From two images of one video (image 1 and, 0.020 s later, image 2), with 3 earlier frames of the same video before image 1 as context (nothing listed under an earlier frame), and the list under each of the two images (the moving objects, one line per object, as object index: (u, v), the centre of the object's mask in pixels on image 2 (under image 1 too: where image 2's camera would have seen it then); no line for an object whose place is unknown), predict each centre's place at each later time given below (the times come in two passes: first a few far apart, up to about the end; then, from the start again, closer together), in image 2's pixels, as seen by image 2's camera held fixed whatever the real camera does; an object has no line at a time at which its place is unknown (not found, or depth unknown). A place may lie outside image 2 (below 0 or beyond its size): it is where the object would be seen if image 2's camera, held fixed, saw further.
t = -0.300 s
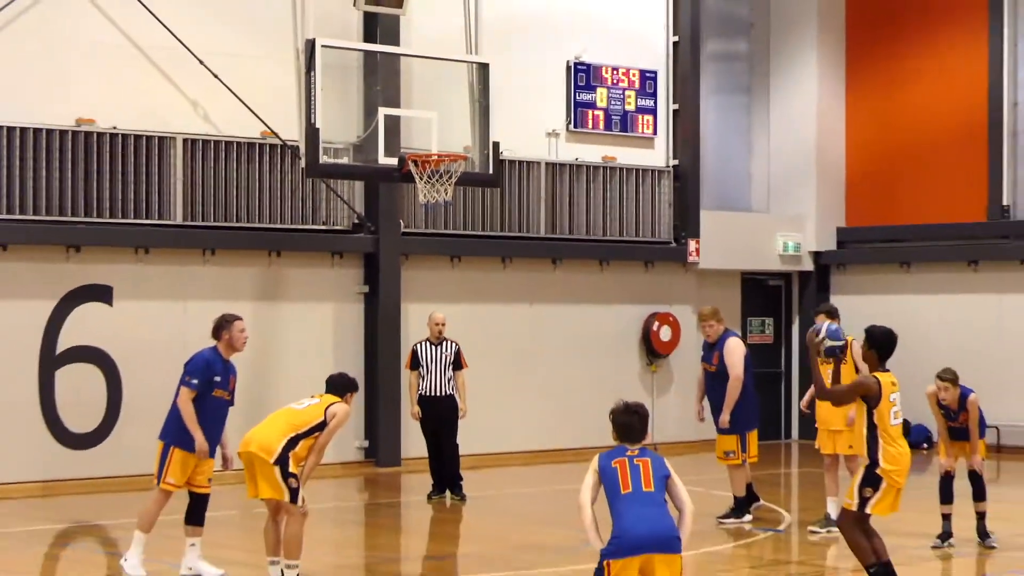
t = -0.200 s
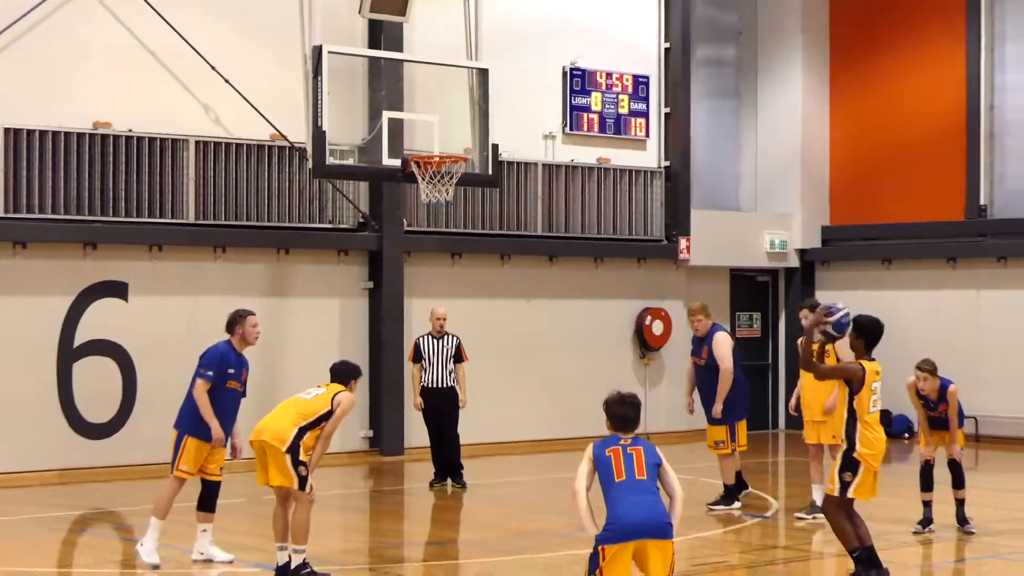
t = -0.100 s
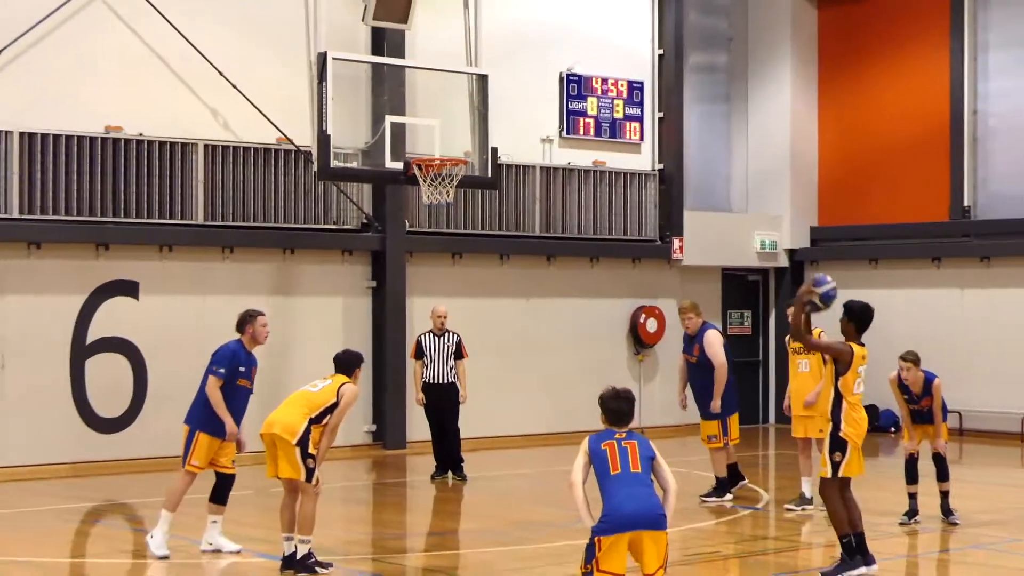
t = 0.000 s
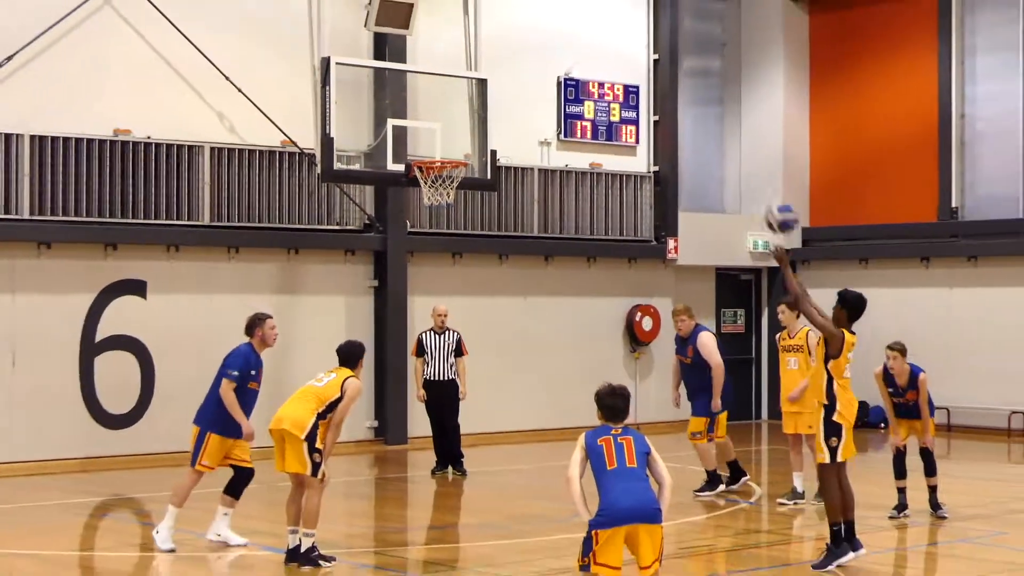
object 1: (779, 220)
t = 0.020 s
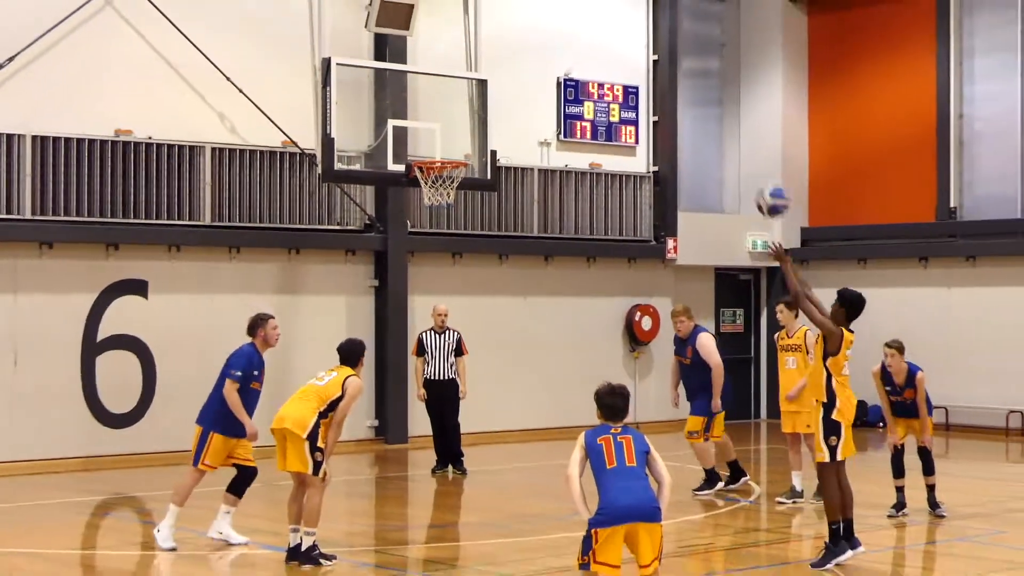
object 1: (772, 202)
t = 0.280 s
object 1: (674, 48)
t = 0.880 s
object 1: (492, 49)
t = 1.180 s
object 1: (431, 123)
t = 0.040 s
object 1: (764, 185)
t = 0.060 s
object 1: (756, 171)
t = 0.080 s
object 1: (749, 156)
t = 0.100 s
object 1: (740, 143)
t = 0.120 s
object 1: (733, 132)
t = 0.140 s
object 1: (724, 118)
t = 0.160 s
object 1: (717, 107)
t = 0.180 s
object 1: (710, 96)
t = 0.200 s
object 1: (702, 84)
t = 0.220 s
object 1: (694, 75)
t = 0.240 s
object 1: (687, 66)
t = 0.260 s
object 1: (680, 57)
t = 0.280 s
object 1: (674, 48)
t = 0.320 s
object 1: (659, 35)
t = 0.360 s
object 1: (646, 24)
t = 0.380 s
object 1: (639, 19)
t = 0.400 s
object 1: (632, 14)
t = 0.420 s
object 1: (626, 11)
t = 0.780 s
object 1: (518, 21)
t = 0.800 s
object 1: (513, 26)
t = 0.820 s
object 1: (507, 31)
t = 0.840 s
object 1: (502, 36)
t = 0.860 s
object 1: (496, 43)
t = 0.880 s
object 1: (492, 49)
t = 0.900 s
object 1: (487, 55)
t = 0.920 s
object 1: (481, 63)
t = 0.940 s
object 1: (476, 70)
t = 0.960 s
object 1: (470, 78)
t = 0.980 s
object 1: (466, 86)
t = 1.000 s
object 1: (461, 95)
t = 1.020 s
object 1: (456, 103)
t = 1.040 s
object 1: (451, 113)
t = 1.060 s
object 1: (446, 123)
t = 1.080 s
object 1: (441, 134)
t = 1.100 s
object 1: (436, 144)
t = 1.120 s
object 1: (432, 151)
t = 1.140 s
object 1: (432, 144)
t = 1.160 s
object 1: (432, 133)
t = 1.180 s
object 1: (431, 123)
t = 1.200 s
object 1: (431, 113)
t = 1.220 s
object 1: (431, 104)
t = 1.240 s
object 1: (431, 96)
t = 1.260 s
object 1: (431, 87)
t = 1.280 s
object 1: (431, 79)
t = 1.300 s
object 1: (430, 71)
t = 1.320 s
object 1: (431, 64)
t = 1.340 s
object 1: (430, 57)
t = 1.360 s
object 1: (431, 52)
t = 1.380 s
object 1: (430, 46)
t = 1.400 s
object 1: (430, 41)
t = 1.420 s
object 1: (430, 36)
